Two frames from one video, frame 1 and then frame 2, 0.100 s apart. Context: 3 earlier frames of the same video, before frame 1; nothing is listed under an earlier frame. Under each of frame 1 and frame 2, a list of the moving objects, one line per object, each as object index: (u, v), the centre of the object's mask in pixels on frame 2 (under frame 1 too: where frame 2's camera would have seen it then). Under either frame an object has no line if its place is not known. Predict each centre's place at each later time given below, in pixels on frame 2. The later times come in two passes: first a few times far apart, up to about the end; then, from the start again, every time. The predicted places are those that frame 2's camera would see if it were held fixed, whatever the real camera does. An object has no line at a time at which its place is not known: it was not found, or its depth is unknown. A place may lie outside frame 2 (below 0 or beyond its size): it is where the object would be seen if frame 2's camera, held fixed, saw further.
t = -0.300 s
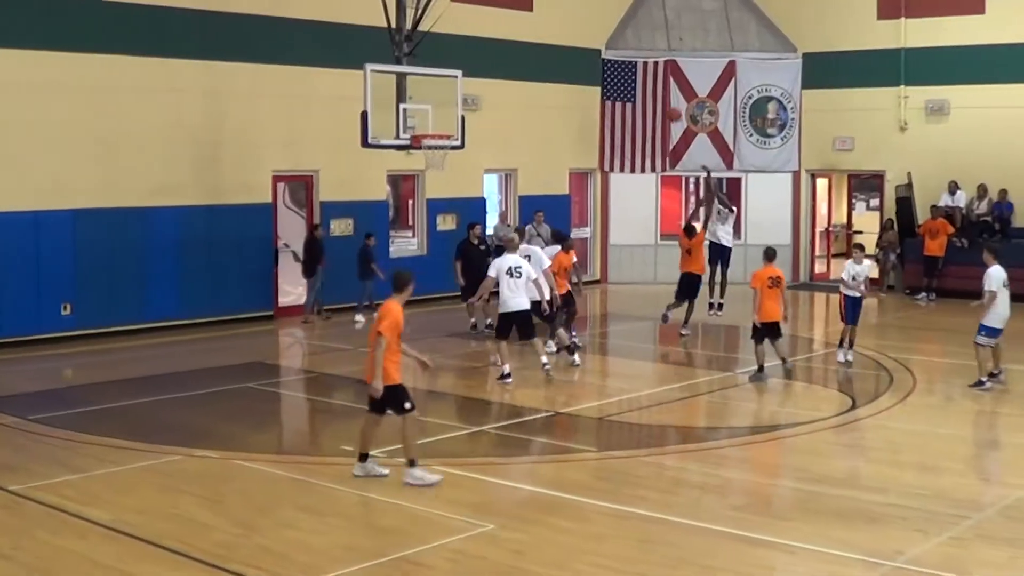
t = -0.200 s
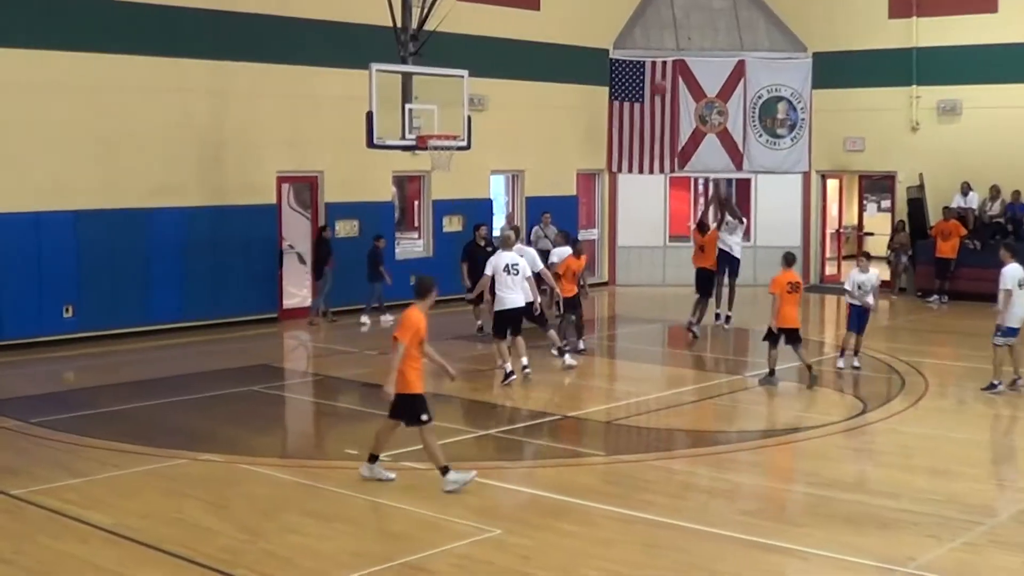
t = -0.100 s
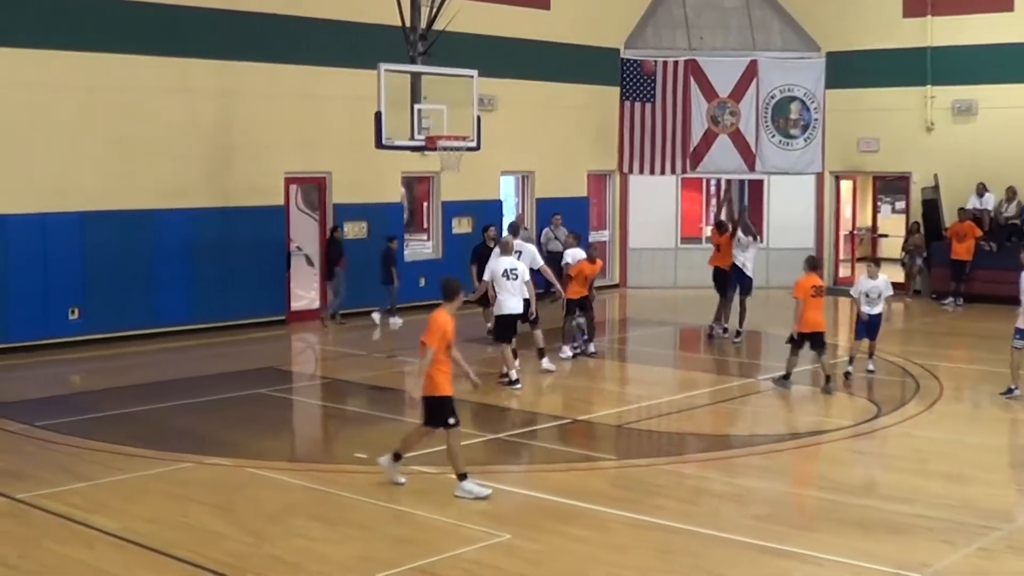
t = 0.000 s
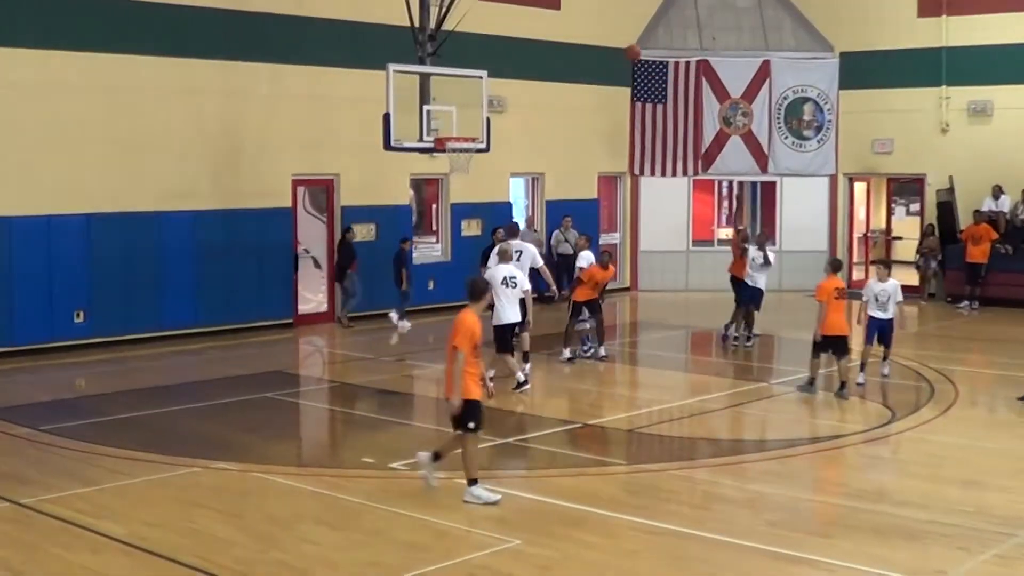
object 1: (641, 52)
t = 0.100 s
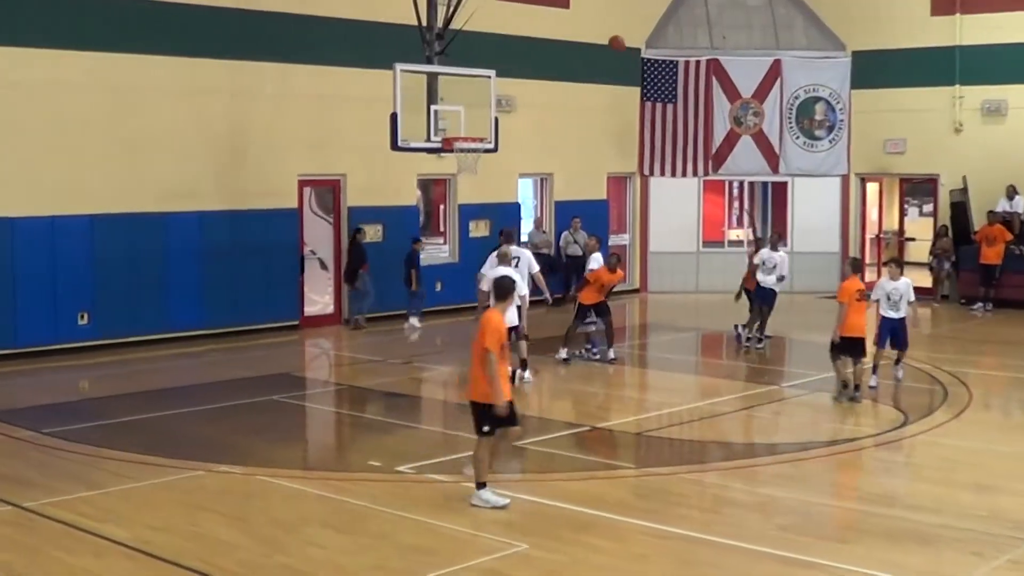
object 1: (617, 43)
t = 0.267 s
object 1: (574, 41)
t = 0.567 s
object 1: (490, 95)
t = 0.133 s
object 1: (608, 42)
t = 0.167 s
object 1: (599, 41)
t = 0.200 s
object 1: (591, 40)
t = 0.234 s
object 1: (583, 39)
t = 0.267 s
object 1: (574, 41)
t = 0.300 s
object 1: (564, 44)
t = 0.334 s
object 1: (556, 48)
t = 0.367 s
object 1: (546, 51)
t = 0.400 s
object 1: (537, 55)
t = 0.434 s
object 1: (529, 60)
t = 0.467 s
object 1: (519, 67)
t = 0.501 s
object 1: (509, 76)
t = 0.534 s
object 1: (499, 86)
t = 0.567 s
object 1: (490, 95)
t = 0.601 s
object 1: (480, 105)
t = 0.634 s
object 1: (470, 116)
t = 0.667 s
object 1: (461, 126)
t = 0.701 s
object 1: (462, 122)
